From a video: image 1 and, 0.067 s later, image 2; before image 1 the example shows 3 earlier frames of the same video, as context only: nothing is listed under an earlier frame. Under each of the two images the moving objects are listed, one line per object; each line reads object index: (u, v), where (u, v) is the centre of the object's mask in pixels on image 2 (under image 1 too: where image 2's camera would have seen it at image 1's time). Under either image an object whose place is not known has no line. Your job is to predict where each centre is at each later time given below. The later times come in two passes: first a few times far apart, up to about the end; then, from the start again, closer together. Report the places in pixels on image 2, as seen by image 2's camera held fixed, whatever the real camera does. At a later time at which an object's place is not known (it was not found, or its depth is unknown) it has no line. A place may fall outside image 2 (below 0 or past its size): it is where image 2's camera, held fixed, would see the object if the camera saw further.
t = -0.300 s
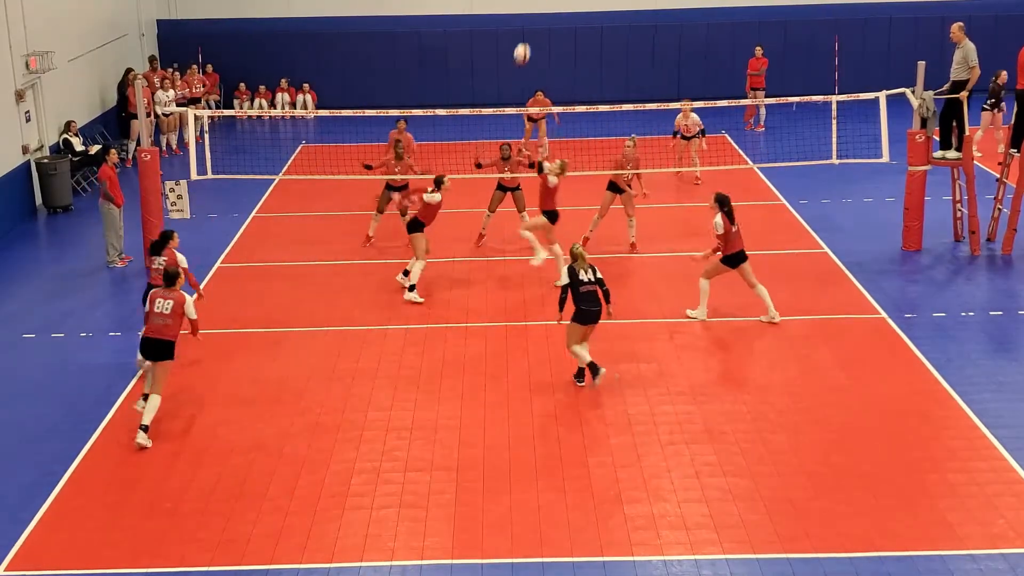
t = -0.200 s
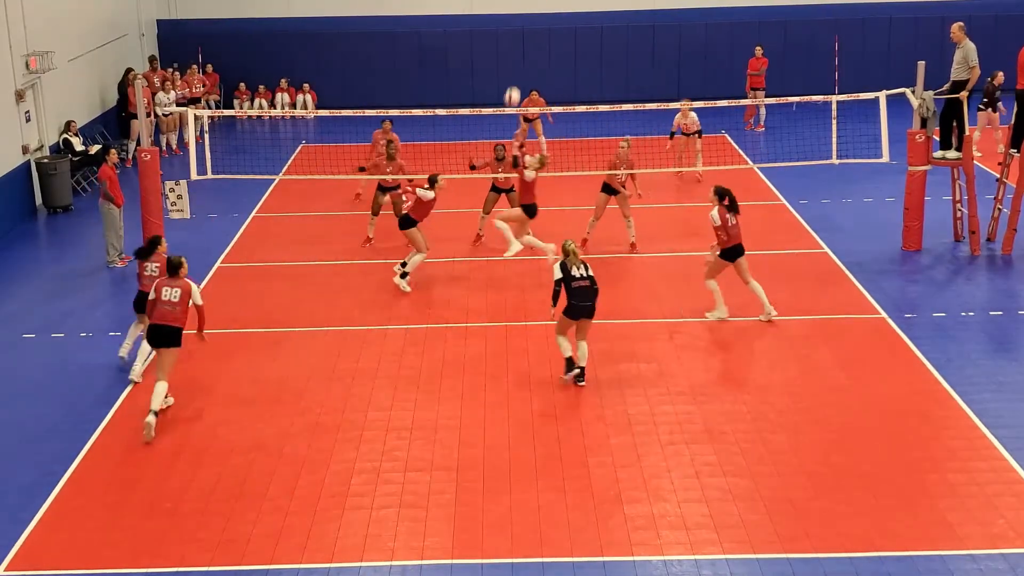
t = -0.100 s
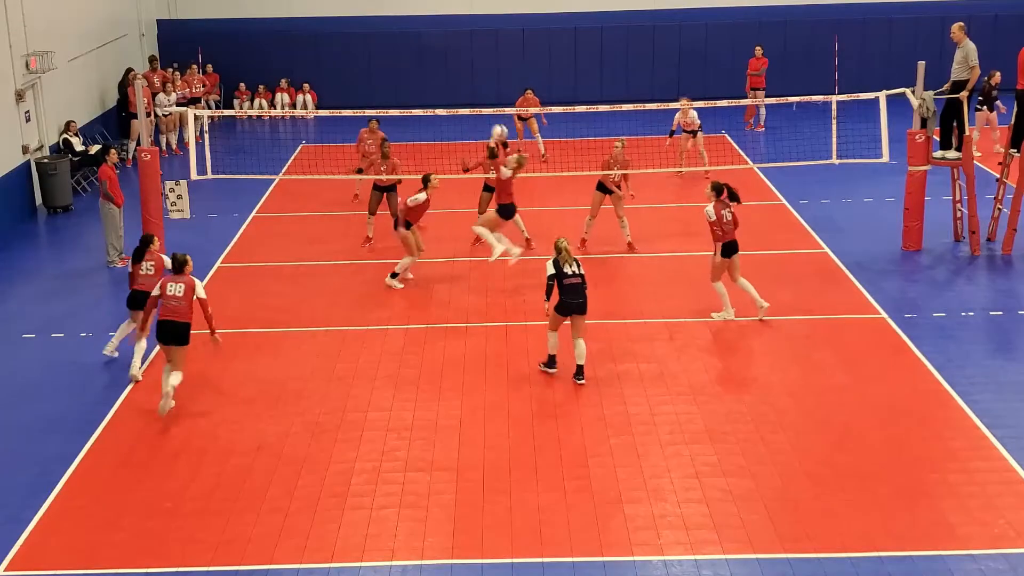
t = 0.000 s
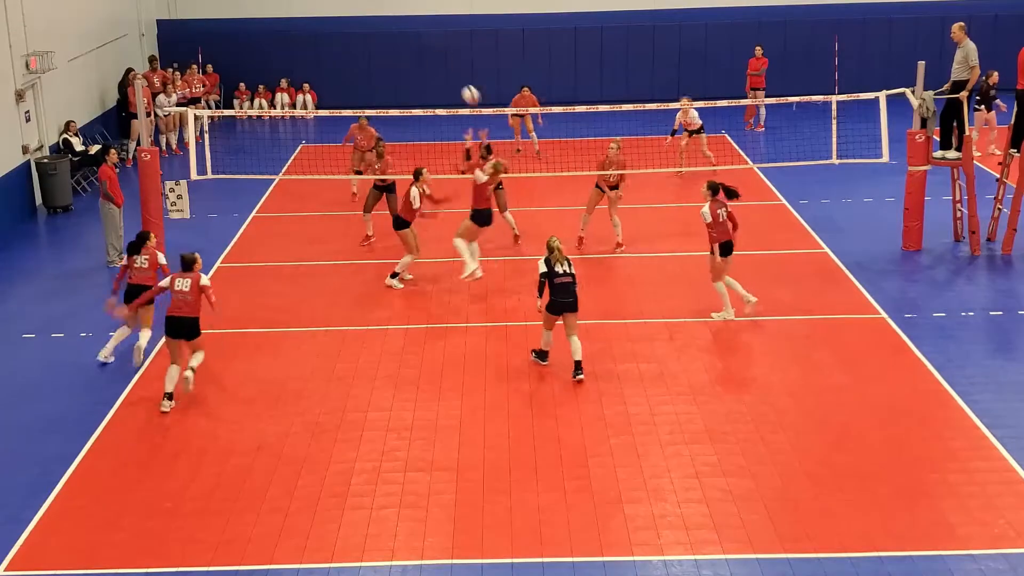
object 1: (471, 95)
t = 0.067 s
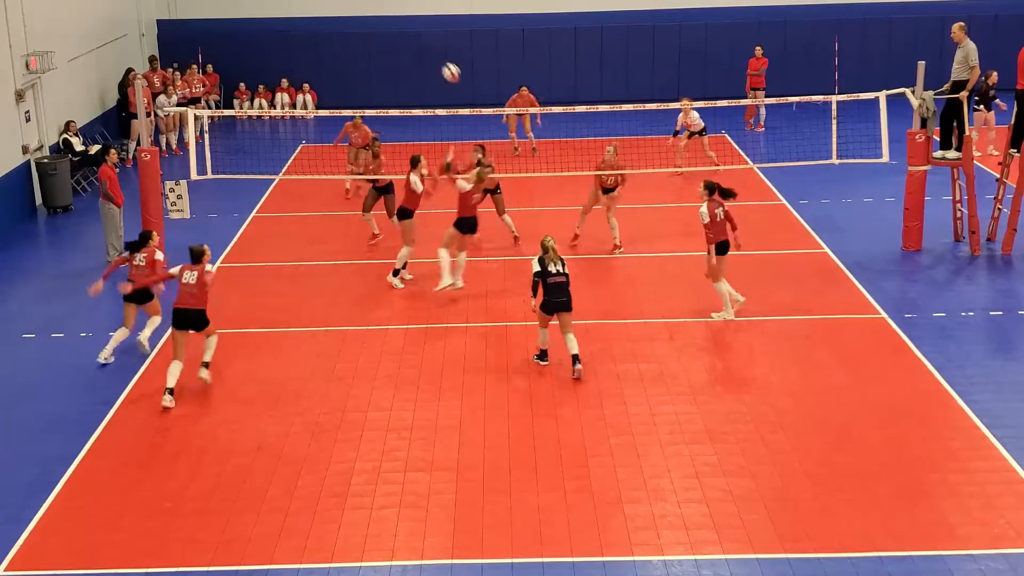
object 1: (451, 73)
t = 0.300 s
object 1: (383, 23)
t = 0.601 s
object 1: (302, 24)
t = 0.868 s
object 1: (239, 82)
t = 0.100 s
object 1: (441, 63)
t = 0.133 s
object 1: (431, 54)
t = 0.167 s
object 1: (421, 45)
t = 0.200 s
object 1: (412, 39)
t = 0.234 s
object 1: (402, 33)
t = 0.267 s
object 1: (393, 27)
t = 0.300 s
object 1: (383, 23)
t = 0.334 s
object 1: (374, 20)
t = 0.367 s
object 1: (365, 17)
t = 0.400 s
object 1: (355, 16)
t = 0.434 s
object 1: (346, 15)
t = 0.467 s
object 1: (337, 15)
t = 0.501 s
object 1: (328, 16)
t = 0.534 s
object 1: (320, 18)
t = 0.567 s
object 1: (310, 21)
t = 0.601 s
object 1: (302, 24)
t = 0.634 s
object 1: (294, 28)
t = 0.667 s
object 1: (285, 34)
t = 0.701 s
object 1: (277, 40)
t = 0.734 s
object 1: (269, 47)
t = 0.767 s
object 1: (261, 54)
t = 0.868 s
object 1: (239, 82)
